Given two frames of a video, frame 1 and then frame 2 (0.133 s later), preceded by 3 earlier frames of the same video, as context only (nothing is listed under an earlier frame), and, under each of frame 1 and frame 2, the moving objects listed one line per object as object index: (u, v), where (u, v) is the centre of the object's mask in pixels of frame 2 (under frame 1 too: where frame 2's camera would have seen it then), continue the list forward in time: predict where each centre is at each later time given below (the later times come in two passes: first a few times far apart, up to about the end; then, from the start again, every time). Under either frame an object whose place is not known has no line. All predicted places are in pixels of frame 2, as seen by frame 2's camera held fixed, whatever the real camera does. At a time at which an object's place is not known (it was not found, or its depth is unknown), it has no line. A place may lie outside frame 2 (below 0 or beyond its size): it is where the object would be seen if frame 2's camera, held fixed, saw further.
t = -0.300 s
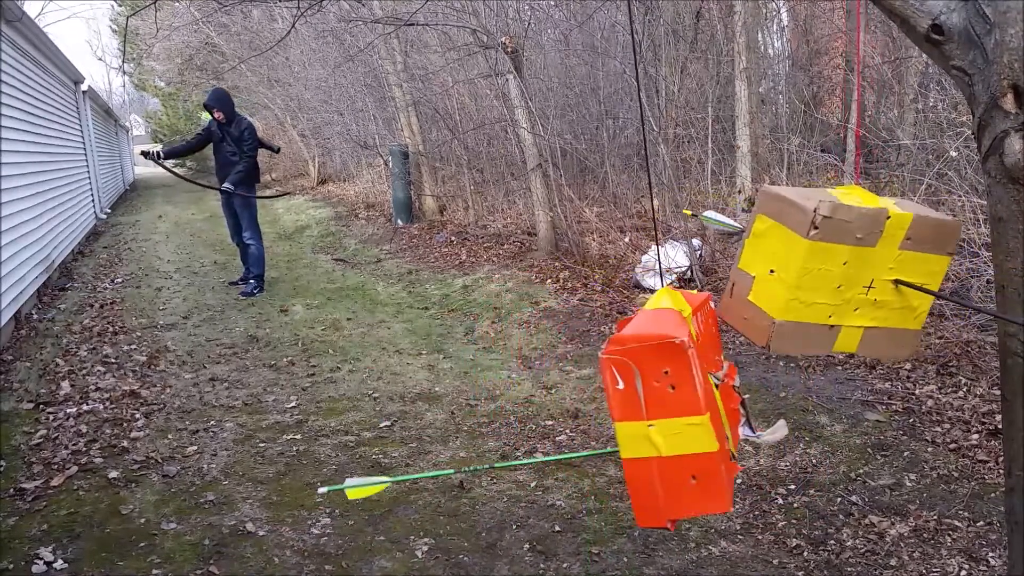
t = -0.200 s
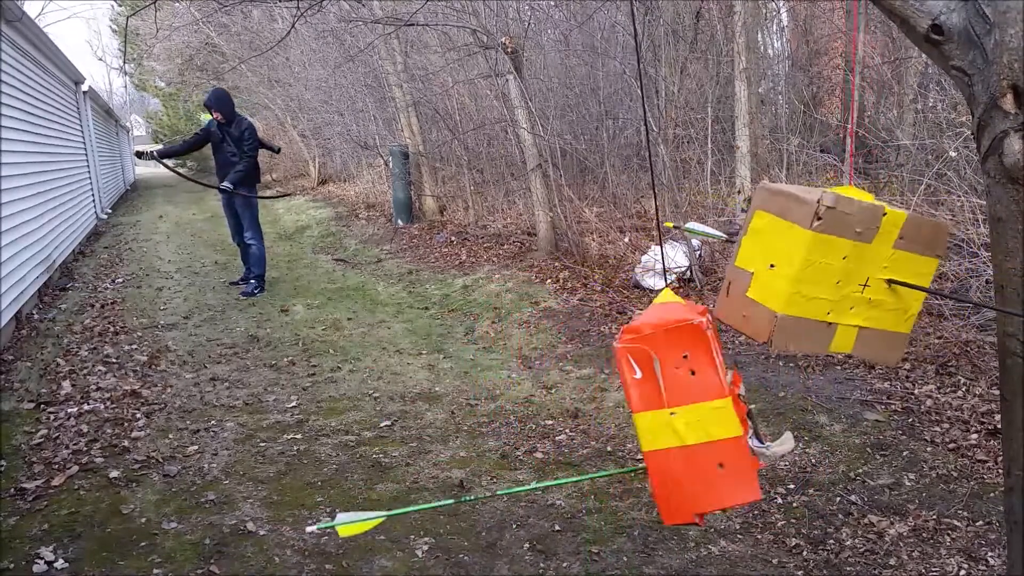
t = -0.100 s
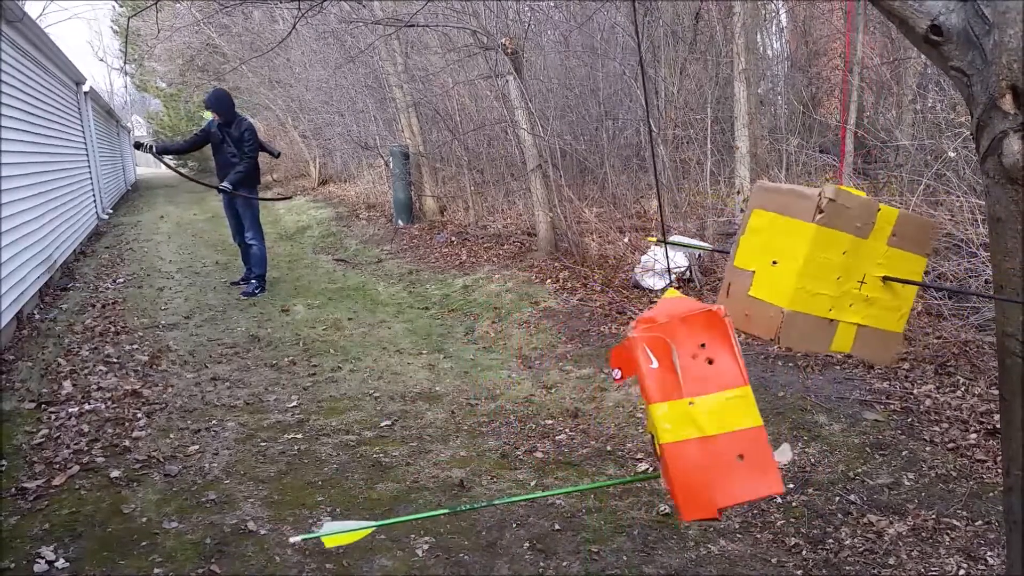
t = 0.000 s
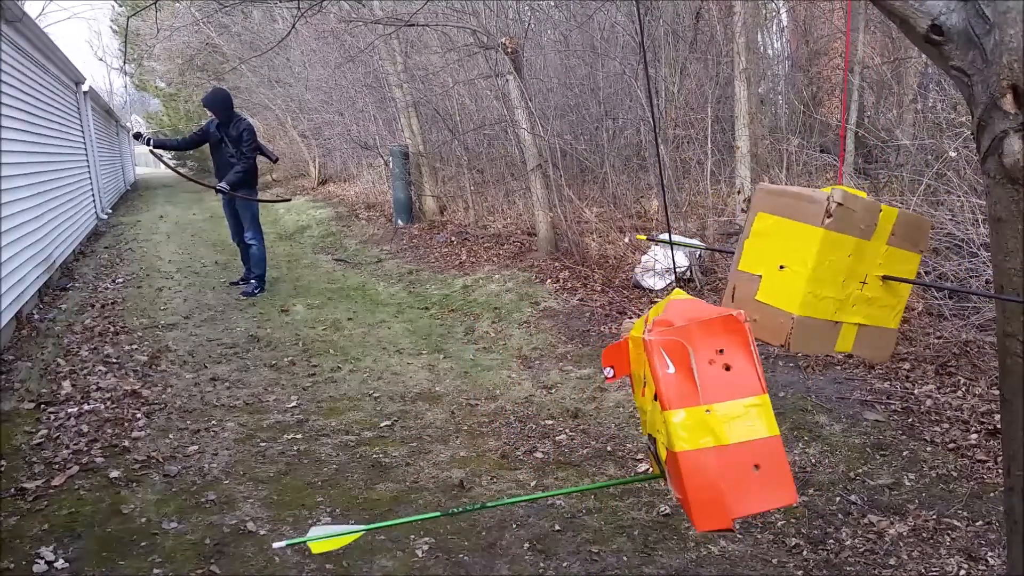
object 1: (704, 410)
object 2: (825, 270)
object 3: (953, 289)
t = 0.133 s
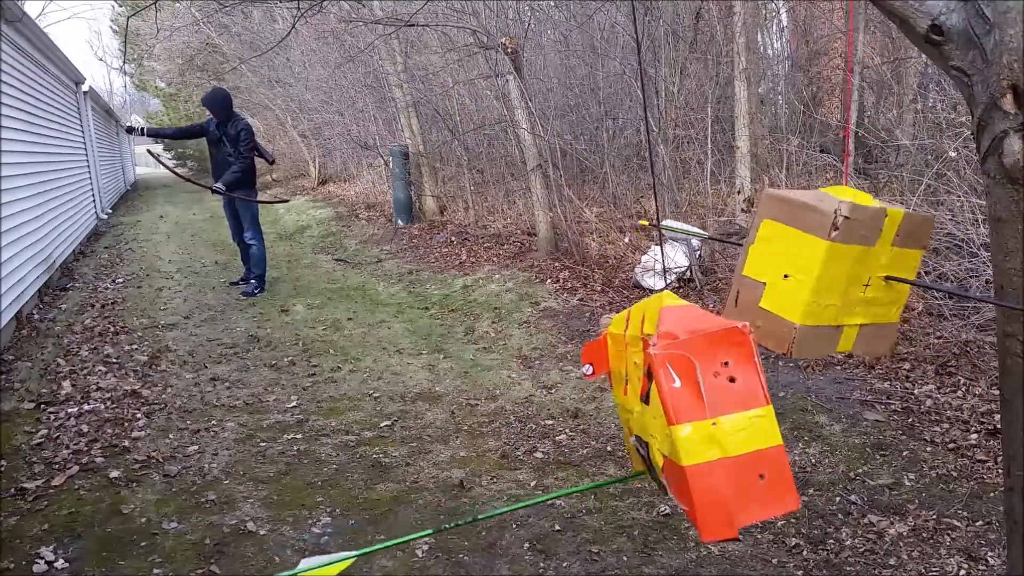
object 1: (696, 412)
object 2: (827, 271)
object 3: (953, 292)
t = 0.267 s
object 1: (676, 407)
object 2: (832, 271)
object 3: (956, 290)
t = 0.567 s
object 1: (621, 389)
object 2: (855, 268)
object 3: (967, 288)
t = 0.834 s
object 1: (589, 360)
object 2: (869, 266)
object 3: (971, 284)
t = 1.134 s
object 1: (592, 348)
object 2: (865, 266)
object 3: (966, 294)
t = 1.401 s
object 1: (618, 359)
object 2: (845, 269)
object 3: (956, 305)
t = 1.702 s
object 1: (651, 384)
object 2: (861, 271)
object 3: (968, 285)
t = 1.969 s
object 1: (664, 400)
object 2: (879, 271)
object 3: (979, 278)
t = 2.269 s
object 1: (655, 403)
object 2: (858, 271)
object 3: (966, 289)
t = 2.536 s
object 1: (632, 391)
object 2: (832, 268)
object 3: (948, 308)
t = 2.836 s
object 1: (611, 368)
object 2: (825, 267)
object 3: (938, 318)
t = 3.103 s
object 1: (606, 352)
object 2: (850, 268)
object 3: (957, 312)
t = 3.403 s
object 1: (619, 355)
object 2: (858, 268)
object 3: (960, 310)
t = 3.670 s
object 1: (639, 373)
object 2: (844, 269)
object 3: (955, 317)
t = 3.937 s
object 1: (647, 392)
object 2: (854, 270)
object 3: (959, 298)
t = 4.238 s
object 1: (640, 401)
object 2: (868, 270)
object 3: (970, 285)
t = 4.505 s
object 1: (626, 398)
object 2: (863, 270)
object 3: (969, 283)
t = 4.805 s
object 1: (613, 380)
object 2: (843, 270)
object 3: (963, 285)
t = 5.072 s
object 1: (612, 362)
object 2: (829, 269)
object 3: (956, 293)
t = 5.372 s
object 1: (618, 355)
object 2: (831, 270)
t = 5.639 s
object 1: (629, 367)
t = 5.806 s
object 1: (634, 378)
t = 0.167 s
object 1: (692, 412)
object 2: (827, 271)
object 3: (954, 292)
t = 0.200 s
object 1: (687, 411)
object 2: (829, 271)
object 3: (954, 292)
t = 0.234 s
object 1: (682, 409)
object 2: (830, 271)
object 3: (955, 291)
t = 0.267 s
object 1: (676, 407)
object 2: (832, 271)
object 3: (956, 290)
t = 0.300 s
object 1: (670, 404)
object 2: (835, 271)
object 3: (958, 289)
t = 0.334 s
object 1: (664, 402)
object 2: (837, 271)
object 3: (959, 288)
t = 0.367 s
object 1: (657, 400)
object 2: (839, 270)
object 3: (960, 287)
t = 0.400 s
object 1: (651, 398)
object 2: (842, 270)
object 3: (962, 286)
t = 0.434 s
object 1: (645, 396)
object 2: (845, 270)
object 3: (963, 286)
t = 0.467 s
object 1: (638, 395)
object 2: (847, 269)
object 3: (964, 286)
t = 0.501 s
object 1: (632, 393)
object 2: (850, 269)
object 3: (964, 287)
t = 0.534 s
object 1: (626, 391)
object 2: (853, 268)
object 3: (965, 287)
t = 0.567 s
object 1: (621, 389)
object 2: (855, 268)
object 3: (967, 288)
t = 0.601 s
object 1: (616, 385)
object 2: (858, 267)
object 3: (968, 288)
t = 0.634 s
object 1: (611, 382)
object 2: (861, 267)
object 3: (969, 288)
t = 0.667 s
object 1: (607, 379)
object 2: (863, 266)
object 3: (969, 287)
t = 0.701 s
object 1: (603, 375)
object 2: (865, 266)
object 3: (970, 287)
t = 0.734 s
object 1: (599, 371)
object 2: (866, 266)
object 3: (970, 285)
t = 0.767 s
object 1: (595, 367)
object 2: (867, 266)
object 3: (970, 284)
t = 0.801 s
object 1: (592, 363)
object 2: (868, 266)
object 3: (971, 284)
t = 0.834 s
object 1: (589, 360)
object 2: (869, 266)
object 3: (971, 284)
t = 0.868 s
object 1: (587, 357)
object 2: (870, 266)
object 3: (971, 284)
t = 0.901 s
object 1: (585, 355)
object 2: (870, 266)
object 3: (971, 284)
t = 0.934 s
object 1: (585, 353)
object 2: (871, 266)
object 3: (972, 286)
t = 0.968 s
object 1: (585, 351)
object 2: (871, 266)
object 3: (970, 288)
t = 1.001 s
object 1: (586, 350)
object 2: (870, 266)
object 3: (969, 291)
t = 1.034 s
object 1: (587, 349)
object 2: (870, 266)
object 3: (969, 293)
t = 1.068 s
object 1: (588, 349)
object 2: (868, 266)
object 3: (969, 293)
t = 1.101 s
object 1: (590, 348)
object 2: (867, 266)
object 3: (967, 294)
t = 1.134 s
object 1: (592, 348)
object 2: (865, 266)
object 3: (966, 294)
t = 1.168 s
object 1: (594, 348)
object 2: (863, 267)
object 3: (965, 296)
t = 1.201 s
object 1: (597, 349)
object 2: (860, 267)
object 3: (964, 297)
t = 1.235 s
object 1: (599, 350)
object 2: (857, 267)
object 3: (961, 298)
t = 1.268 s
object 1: (602, 351)
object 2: (854, 267)
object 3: (960, 299)
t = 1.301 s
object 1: (605, 353)
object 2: (852, 268)
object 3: (959, 301)
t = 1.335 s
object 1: (609, 354)
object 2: (850, 268)
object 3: (959, 303)
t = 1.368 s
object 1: (614, 357)
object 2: (847, 269)
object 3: (958, 304)
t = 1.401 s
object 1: (618, 359)
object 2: (845, 269)
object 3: (956, 305)
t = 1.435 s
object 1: (624, 362)
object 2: (843, 269)
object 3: (955, 306)
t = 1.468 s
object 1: (630, 365)
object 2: (841, 270)
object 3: (954, 306)
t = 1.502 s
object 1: (635, 368)
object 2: (840, 270)
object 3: (952, 307)
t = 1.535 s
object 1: (639, 371)
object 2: (842, 270)
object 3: (954, 303)
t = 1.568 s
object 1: (641, 374)
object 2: (846, 270)
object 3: (953, 297)
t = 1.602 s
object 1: (643, 376)
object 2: (849, 270)
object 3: (958, 293)
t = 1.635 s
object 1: (646, 379)
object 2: (853, 271)
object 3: (961, 290)
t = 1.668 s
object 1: (648, 382)
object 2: (857, 271)
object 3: (965, 287)
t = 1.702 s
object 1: (651, 384)
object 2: (861, 271)
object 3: (968, 285)
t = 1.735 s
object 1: (654, 387)
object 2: (865, 271)
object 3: (970, 284)
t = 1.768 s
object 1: (657, 389)
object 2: (869, 271)
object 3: (971, 282)
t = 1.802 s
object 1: (659, 391)
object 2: (872, 271)
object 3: (972, 281)
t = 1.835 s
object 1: (661, 393)
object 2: (875, 271)
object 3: (974, 279)
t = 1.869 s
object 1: (662, 395)
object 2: (877, 271)
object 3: (977, 278)
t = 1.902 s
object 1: (663, 397)
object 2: (879, 271)
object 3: (980, 277)
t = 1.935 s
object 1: (663, 398)
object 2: (879, 271)
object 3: (980, 277)
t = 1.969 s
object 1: (664, 400)
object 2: (879, 271)
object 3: (979, 278)
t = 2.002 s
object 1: (664, 401)
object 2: (878, 271)
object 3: (978, 279)
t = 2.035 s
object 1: (663, 402)
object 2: (877, 271)
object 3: (978, 279)
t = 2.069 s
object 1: (663, 402)
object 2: (876, 271)
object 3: (976, 279)
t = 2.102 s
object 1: (662, 402)
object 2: (874, 271)
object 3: (975, 280)
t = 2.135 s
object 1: (662, 403)
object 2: (871, 271)
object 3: (973, 281)
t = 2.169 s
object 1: (660, 403)
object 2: (868, 271)
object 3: (972, 282)
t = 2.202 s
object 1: (659, 403)
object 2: (865, 271)
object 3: (970, 284)
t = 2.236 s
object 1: (657, 403)
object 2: (862, 271)
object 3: (968, 286)
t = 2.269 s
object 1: (655, 403)
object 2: (858, 271)
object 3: (966, 289)
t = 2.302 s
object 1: (653, 402)
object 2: (855, 270)
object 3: (962, 292)
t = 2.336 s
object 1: (650, 401)
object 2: (851, 270)
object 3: (959, 295)
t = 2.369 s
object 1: (648, 400)
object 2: (848, 270)
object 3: (958, 298)
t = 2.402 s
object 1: (645, 399)
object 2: (844, 269)
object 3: (956, 301)
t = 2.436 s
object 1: (642, 397)
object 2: (841, 269)
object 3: (955, 304)
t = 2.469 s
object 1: (638, 396)
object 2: (837, 269)
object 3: (952, 305)
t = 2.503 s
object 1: (635, 394)
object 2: (834, 268)
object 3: (950, 307)
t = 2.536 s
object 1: (632, 391)
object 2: (832, 268)
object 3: (948, 308)
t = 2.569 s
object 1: (629, 389)
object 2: (829, 268)
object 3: (947, 309)
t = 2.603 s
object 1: (626, 387)
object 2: (827, 267)
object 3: (947, 311)
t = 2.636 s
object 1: (623, 384)
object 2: (825, 267)
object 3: (948, 313)
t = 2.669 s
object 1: (621, 382)
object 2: (824, 267)
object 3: (947, 315)
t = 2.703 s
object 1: (618, 379)
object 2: (824, 267)
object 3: (944, 316)
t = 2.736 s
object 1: (616, 376)
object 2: (823, 267)
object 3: (939, 316)
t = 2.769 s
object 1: (615, 374)
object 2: (823, 267)
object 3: (938, 317)
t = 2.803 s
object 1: (613, 371)
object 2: (824, 267)
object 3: (936, 317)
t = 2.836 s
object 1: (611, 368)
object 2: (825, 267)
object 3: (938, 318)
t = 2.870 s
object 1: (610, 365)
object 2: (827, 267)
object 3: (938, 319)
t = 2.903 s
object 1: (609, 362)
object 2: (829, 267)
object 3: (939, 318)
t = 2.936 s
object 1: (608, 360)
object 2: (832, 267)
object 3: (941, 317)
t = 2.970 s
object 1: (606, 358)
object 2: (835, 267)
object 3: (944, 316)
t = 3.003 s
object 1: (606, 356)
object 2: (839, 267)
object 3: (947, 315)
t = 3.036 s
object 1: (605, 355)
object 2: (842, 267)
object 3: (949, 313)
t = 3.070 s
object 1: (605, 353)
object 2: (846, 267)
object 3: (953, 312)
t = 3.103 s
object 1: (606, 352)
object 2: (850, 268)
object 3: (957, 312)
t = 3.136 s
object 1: (606, 351)
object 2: (854, 268)
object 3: (959, 311)
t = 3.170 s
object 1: (607, 350)
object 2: (858, 268)
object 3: (961, 310)
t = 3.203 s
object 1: (608, 350)
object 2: (862, 268)
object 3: (961, 308)
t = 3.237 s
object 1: (610, 350)
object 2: (866, 268)
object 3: (964, 307)
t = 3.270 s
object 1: (611, 350)
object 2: (866, 268)
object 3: (964, 307)
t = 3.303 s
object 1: (613, 351)
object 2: (864, 268)
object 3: (963, 307)
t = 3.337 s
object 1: (615, 352)
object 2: (862, 268)
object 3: (962, 308)
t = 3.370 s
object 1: (617, 353)
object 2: (860, 268)
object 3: (961, 309)
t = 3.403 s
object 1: (619, 355)
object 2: (858, 268)
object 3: (960, 310)
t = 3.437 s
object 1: (621, 356)
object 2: (856, 268)
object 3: (960, 311)
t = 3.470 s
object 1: (623, 359)
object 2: (853, 268)
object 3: (959, 312)
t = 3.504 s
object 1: (625, 360)
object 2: (852, 268)
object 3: (960, 313)
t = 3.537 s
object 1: (628, 363)
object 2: (850, 269)
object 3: (958, 314)
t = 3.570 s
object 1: (630, 365)
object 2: (848, 269)
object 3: (957, 315)
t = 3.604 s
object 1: (633, 368)
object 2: (846, 269)
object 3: (957, 317)
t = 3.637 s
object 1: (636, 370)
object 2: (845, 269)
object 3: (954, 317)
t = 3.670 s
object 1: (639, 373)
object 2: (844, 269)
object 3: (955, 317)
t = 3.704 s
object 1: (641, 376)
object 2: (844, 268)
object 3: (953, 317)
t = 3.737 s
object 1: (643, 379)
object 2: (844, 268)
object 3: (954, 315)
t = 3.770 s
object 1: (644, 381)
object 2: (845, 269)
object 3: (954, 310)
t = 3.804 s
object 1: (645, 384)
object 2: (847, 269)
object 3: (953, 306)
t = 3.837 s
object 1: (645, 386)
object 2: (849, 269)
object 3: (954, 303)
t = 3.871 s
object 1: (646, 388)
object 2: (850, 269)
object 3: (955, 300)
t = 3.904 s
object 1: (647, 390)
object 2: (853, 270)
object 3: (956, 298)
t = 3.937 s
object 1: (647, 392)
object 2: (854, 270)
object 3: (959, 298)
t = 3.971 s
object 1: (647, 394)
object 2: (857, 270)
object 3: (962, 297)
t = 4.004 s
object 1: (647, 396)
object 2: (859, 270)
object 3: (965, 296)
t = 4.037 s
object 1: (647, 397)
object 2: (861, 270)
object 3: (965, 295)
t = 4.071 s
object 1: (646, 398)
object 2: (863, 270)
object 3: (967, 293)
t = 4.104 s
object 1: (646, 399)
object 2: (864, 270)
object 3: (968, 292)
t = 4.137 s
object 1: (645, 400)
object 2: (866, 270)
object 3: (969, 290)
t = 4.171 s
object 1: (643, 401)
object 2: (866, 270)
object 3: (970, 288)
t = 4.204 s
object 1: (641, 401)
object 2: (867, 270)
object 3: (970, 286)
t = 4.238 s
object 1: (640, 401)
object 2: (868, 270)
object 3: (970, 285)
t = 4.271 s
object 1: (638, 402)
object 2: (868, 270)
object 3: (970, 283)
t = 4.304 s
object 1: (636, 402)
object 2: (868, 270)
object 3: (970, 282)
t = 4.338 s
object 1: (634, 402)
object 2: (868, 270)
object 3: (971, 282)
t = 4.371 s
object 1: (633, 401)
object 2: (868, 270)
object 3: (971, 282)
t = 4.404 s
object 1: (631, 401)
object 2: (867, 270)
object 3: (971, 281)
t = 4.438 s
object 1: (629, 400)
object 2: (866, 270)
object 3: (971, 282)
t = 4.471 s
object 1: (628, 399)
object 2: (865, 270)
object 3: (970, 282)
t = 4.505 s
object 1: (626, 398)
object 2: (863, 270)
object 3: (969, 283)
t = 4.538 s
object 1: (625, 396)
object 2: (862, 270)
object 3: (969, 283)
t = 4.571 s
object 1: (623, 395)
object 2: (860, 270)
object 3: (970, 284)
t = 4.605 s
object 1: (621, 393)
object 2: (857, 269)
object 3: (969, 285)
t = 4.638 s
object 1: (619, 391)
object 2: (855, 269)
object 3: (968, 285)
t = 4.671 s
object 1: (618, 389)
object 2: (853, 269)
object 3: (967, 285)
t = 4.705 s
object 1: (616, 387)
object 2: (850, 269)
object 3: (967, 285)
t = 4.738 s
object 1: (615, 385)
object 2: (847, 269)
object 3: (965, 285)
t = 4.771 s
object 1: (614, 383)
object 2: (845, 269)
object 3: (964, 285)
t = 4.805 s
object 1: (613, 380)
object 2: (843, 270)
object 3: (963, 285)
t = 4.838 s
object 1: (612, 378)
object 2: (840, 269)
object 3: (964, 286)
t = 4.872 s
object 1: (611, 375)
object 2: (838, 269)
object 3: (959, 287)
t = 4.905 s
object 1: (611, 373)
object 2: (836, 269)
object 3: (957, 287)
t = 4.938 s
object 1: (611, 371)
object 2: (834, 269)
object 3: (957, 289)
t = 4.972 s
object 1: (611, 368)
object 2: (832, 269)
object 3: (956, 290)
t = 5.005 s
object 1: (611, 366)
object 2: (831, 270)
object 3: (955, 291)
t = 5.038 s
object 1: (611, 364)
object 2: (830, 269)
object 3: (955, 292)
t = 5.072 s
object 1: (612, 362)
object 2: (829, 269)
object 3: (956, 293)
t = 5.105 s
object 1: (612, 360)
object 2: (828, 269)
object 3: (955, 293)
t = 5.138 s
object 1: (612, 359)
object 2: (828, 269)
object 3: (955, 293)
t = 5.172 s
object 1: (613, 358)
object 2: (828, 269)
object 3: (955, 293)
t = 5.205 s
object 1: (613, 357)
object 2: (828, 269)
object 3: (954, 293)
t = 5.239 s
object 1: (614, 356)
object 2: (828, 269)
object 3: (954, 292)
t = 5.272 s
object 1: (615, 356)
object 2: (828, 270)
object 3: (955, 292)
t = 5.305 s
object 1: (616, 355)
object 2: (829, 270)
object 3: (955, 291)
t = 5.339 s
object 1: (617, 355)
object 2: (830, 270)
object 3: (956, 291)
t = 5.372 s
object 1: (618, 355)
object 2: (831, 270)
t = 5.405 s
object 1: (619, 356)
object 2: (833, 270)
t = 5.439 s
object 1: (621, 357)
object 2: (835, 270)
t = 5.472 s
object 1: (622, 358)
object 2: (836, 270)
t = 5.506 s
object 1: (624, 359)
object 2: (839, 271)
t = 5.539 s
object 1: (625, 361)
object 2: (841, 271)
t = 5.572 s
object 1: (626, 362)
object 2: (843, 271)
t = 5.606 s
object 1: (628, 364)
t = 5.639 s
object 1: (629, 367)
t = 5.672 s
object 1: (630, 369)
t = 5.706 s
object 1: (631, 371)
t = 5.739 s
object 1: (632, 374)
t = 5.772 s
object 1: (633, 376)
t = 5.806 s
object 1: (634, 378)
